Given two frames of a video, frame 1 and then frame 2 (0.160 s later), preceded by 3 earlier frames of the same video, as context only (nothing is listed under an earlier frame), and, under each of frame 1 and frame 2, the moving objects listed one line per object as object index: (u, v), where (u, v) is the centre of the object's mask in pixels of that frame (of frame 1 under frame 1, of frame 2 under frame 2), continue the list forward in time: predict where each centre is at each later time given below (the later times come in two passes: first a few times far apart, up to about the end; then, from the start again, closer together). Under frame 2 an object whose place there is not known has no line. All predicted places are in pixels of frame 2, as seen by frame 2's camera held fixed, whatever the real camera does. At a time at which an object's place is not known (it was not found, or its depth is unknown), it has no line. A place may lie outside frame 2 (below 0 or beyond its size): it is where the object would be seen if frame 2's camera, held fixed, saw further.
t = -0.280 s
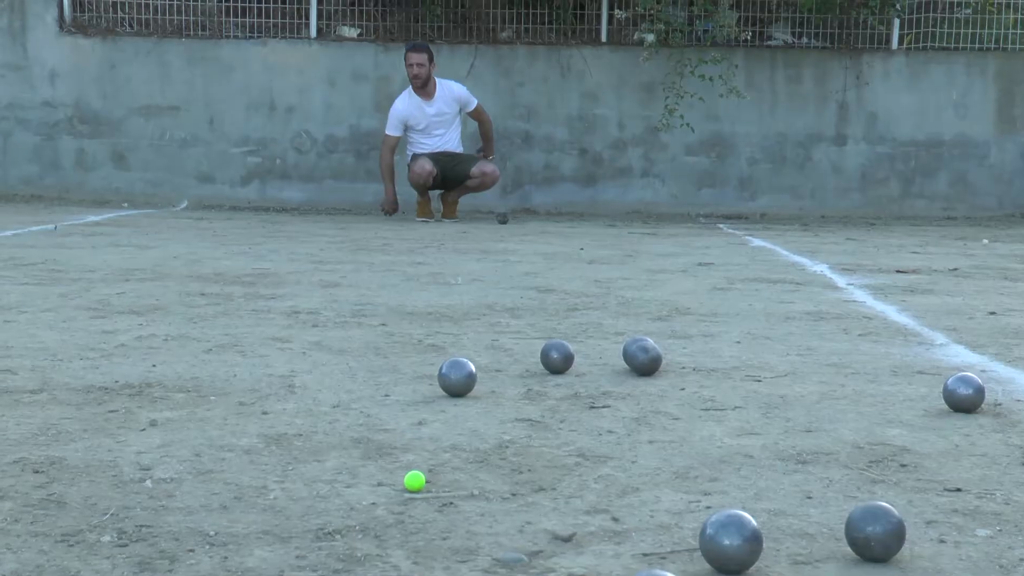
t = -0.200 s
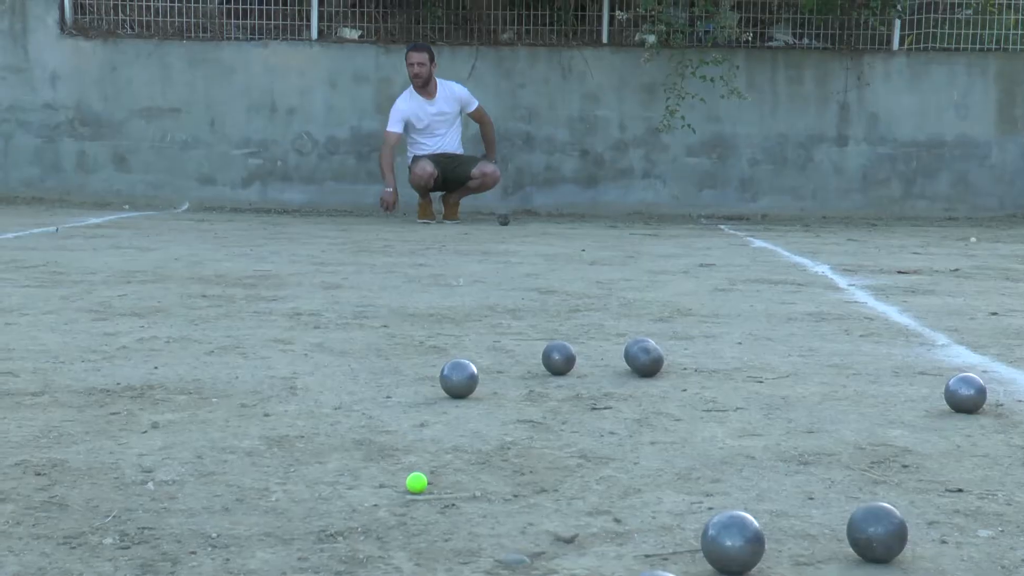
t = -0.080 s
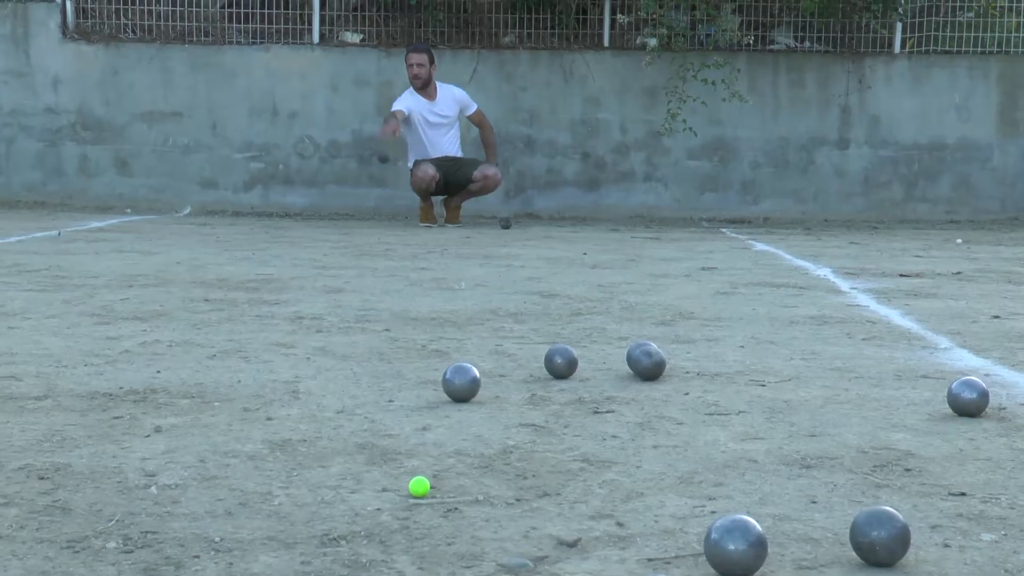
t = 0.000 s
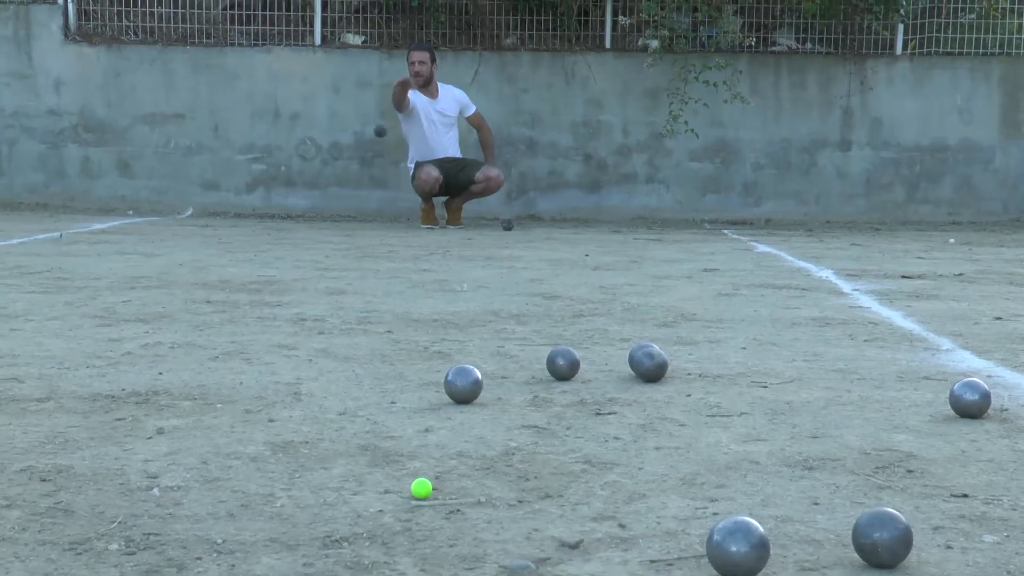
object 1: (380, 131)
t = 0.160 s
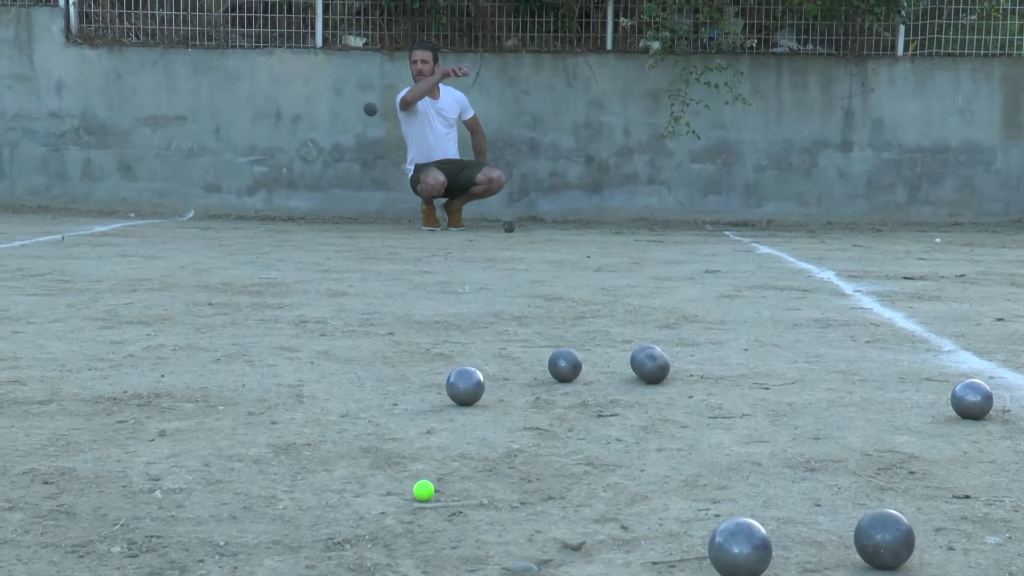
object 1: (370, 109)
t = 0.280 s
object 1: (361, 125)
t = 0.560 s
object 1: (340, 245)
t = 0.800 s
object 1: (327, 262)
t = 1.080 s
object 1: (314, 274)
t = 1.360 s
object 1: (303, 285)
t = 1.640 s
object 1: (291, 299)
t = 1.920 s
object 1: (284, 315)
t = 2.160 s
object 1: (286, 330)
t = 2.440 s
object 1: (304, 351)
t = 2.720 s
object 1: (333, 375)
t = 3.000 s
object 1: (371, 397)
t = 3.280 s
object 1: (429, 425)
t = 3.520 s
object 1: (487, 452)
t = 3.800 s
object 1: (545, 484)
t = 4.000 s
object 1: (585, 510)
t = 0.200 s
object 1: (368, 111)
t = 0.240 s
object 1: (365, 116)
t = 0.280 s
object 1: (361, 125)
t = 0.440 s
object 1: (348, 204)
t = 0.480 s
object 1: (345, 235)
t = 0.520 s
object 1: (342, 250)
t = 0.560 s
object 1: (340, 245)
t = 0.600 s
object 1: (337, 244)
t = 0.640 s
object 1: (335, 248)
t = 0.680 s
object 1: (333, 255)
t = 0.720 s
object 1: (331, 259)
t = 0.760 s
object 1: (329, 262)
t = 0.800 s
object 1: (327, 262)
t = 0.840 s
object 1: (325, 262)
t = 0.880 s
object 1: (323, 267)
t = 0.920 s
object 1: (321, 268)
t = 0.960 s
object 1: (319, 270)
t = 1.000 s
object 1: (318, 272)
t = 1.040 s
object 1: (315, 273)
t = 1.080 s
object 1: (314, 274)
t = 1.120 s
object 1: (313, 277)
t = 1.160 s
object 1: (311, 279)
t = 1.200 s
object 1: (309, 280)
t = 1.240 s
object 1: (308, 281)
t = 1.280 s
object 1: (306, 283)
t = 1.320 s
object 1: (305, 284)
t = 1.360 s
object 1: (303, 285)
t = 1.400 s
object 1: (301, 287)
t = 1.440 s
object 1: (299, 289)
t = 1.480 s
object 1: (297, 291)
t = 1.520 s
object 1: (296, 293)
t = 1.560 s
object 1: (294, 295)
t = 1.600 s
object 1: (292, 296)
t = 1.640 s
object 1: (291, 299)
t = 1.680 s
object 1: (289, 302)
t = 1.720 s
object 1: (288, 304)
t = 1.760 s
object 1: (287, 306)
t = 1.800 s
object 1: (286, 307)
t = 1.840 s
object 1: (285, 310)
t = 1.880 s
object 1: (284, 312)
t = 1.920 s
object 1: (284, 315)
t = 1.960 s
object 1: (284, 317)
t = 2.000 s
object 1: (284, 320)
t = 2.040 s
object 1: (284, 323)
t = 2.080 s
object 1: (284, 325)
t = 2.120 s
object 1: (285, 328)
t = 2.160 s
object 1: (286, 330)
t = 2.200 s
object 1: (287, 333)
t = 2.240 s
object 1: (289, 337)
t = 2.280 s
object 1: (292, 341)
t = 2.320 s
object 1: (295, 343)
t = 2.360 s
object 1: (297, 345)
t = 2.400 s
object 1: (300, 349)
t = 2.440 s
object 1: (304, 351)
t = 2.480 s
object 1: (307, 356)
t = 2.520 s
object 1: (311, 359)
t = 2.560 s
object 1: (315, 363)
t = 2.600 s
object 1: (319, 366)
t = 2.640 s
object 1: (324, 369)
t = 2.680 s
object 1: (328, 372)
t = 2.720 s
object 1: (333, 375)
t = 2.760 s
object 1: (338, 377)
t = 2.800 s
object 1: (342, 380)
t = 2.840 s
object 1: (348, 383)
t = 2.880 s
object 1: (353, 387)
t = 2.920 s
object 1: (359, 390)
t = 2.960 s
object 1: (365, 393)
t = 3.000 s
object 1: (371, 397)
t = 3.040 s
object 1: (377, 401)
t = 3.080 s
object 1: (384, 404)
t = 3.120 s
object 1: (393, 409)
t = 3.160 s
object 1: (401, 413)
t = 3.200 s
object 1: (410, 417)
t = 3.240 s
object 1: (419, 421)
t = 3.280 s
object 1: (429, 425)
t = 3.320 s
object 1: (438, 431)
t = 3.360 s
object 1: (448, 434)
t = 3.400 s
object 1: (458, 439)
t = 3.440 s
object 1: (468, 443)
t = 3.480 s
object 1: (478, 447)
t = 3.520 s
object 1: (487, 452)
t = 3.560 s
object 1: (496, 456)
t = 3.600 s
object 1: (505, 462)
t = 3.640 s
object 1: (514, 466)
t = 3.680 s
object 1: (522, 471)
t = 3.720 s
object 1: (530, 476)
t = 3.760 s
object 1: (538, 479)
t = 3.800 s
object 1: (545, 484)
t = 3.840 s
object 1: (553, 490)
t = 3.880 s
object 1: (561, 496)
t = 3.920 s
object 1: (569, 502)
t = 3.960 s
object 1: (577, 506)
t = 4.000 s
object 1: (585, 510)
